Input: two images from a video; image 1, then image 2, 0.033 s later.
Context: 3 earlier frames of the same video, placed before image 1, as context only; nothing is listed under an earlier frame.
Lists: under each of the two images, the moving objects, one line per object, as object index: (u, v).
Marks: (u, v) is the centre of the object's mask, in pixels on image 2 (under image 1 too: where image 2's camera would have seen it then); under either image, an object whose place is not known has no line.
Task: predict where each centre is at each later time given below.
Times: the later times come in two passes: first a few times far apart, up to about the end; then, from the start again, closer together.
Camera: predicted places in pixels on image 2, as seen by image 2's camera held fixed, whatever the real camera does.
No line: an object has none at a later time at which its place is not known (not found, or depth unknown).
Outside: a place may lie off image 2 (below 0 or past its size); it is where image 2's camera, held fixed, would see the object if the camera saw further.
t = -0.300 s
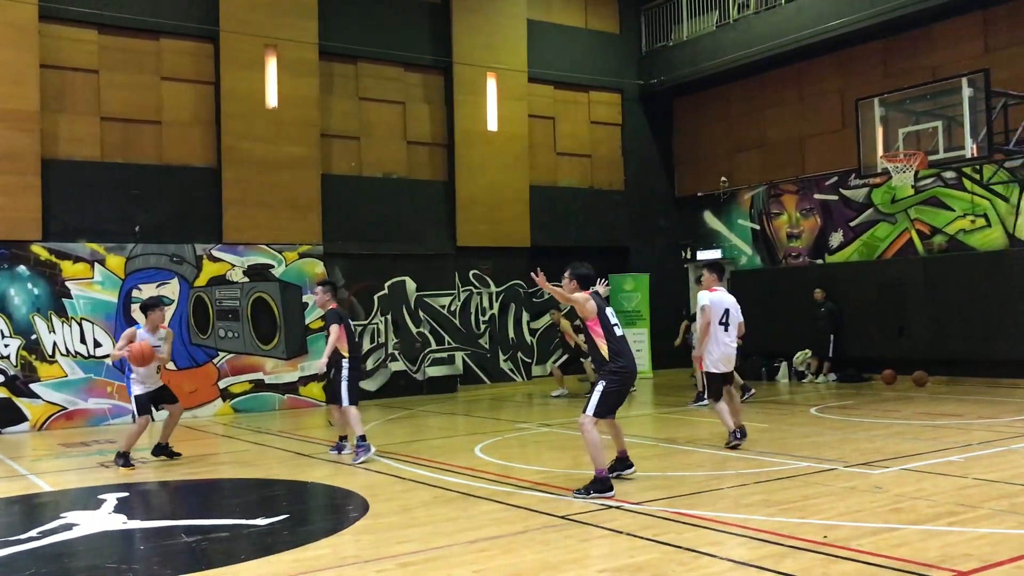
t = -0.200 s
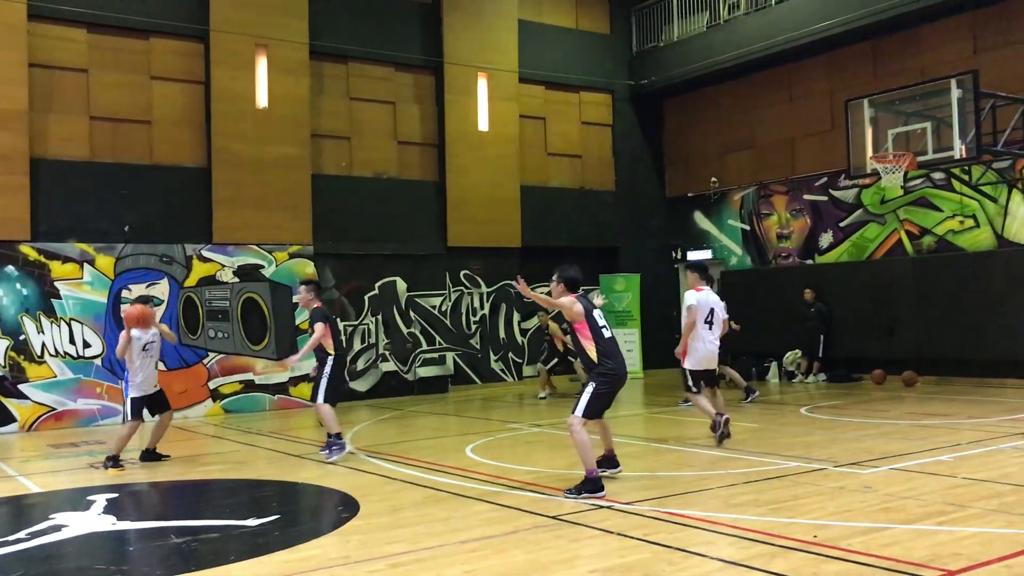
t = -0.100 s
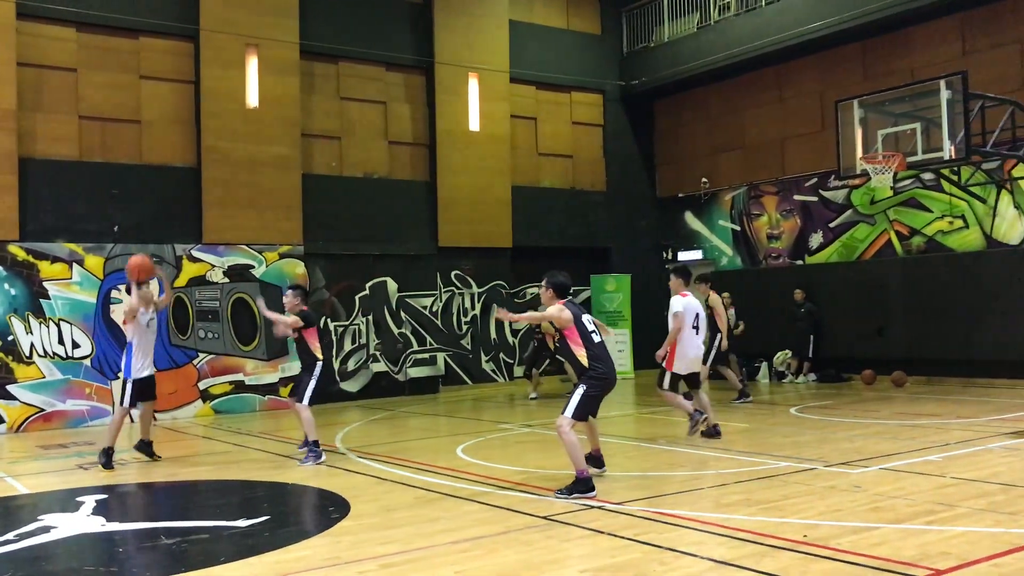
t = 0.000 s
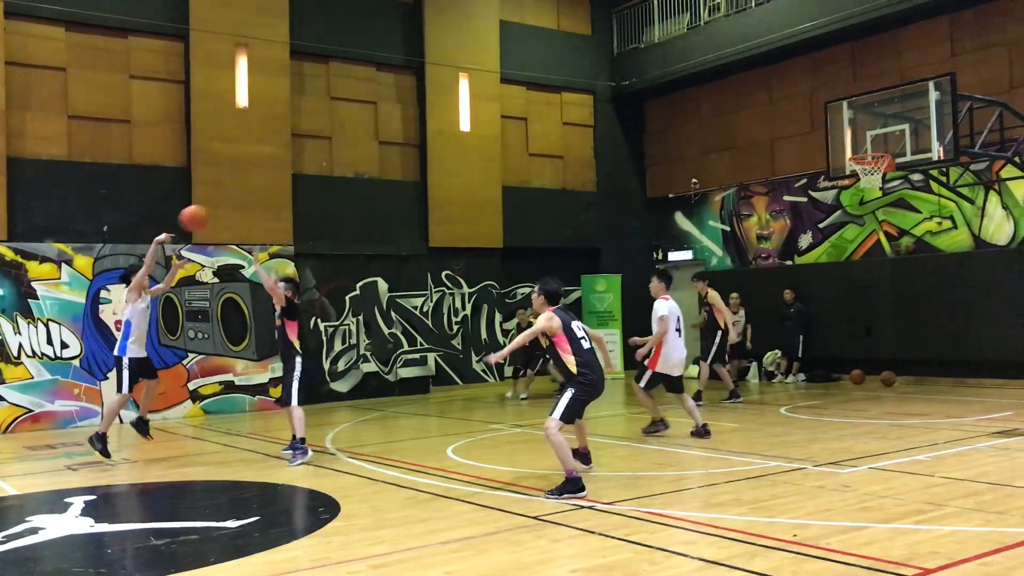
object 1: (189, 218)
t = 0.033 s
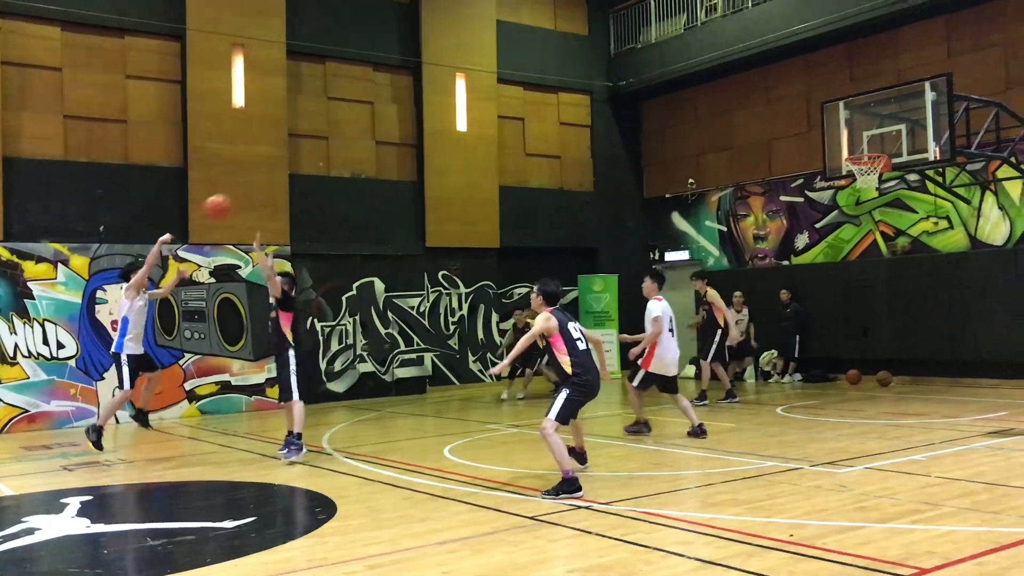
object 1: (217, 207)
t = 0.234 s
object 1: (378, 169)
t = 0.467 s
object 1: (554, 175)
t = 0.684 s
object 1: (713, 223)
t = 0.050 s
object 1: (232, 202)
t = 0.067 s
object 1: (245, 198)
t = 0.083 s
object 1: (258, 193)
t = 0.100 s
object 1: (273, 189)
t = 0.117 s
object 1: (287, 185)
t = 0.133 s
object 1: (299, 183)
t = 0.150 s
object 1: (313, 180)
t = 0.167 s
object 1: (326, 177)
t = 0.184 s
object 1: (339, 175)
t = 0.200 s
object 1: (352, 173)
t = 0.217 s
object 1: (365, 170)
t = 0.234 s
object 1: (378, 169)
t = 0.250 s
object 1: (391, 168)
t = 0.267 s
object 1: (404, 166)
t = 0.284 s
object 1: (416, 166)
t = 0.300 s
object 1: (429, 165)
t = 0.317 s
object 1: (443, 165)
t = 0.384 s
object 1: (493, 167)
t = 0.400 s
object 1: (506, 167)
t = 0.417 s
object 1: (518, 169)
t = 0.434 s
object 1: (530, 170)
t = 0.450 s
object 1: (542, 173)
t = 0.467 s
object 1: (554, 175)
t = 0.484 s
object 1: (566, 177)
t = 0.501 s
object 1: (579, 179)
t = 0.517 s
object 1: (592, 181)
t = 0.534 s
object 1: (604, 184)
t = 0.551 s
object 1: (616, 187)
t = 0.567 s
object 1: (629, 191)
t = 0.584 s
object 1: (640, 195)
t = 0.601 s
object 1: (652, 199)
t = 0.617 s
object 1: (664, 203)
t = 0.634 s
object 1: (676, 208)
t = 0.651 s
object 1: (689, 213)
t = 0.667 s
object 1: (700, 218)
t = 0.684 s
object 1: (713, 223)
